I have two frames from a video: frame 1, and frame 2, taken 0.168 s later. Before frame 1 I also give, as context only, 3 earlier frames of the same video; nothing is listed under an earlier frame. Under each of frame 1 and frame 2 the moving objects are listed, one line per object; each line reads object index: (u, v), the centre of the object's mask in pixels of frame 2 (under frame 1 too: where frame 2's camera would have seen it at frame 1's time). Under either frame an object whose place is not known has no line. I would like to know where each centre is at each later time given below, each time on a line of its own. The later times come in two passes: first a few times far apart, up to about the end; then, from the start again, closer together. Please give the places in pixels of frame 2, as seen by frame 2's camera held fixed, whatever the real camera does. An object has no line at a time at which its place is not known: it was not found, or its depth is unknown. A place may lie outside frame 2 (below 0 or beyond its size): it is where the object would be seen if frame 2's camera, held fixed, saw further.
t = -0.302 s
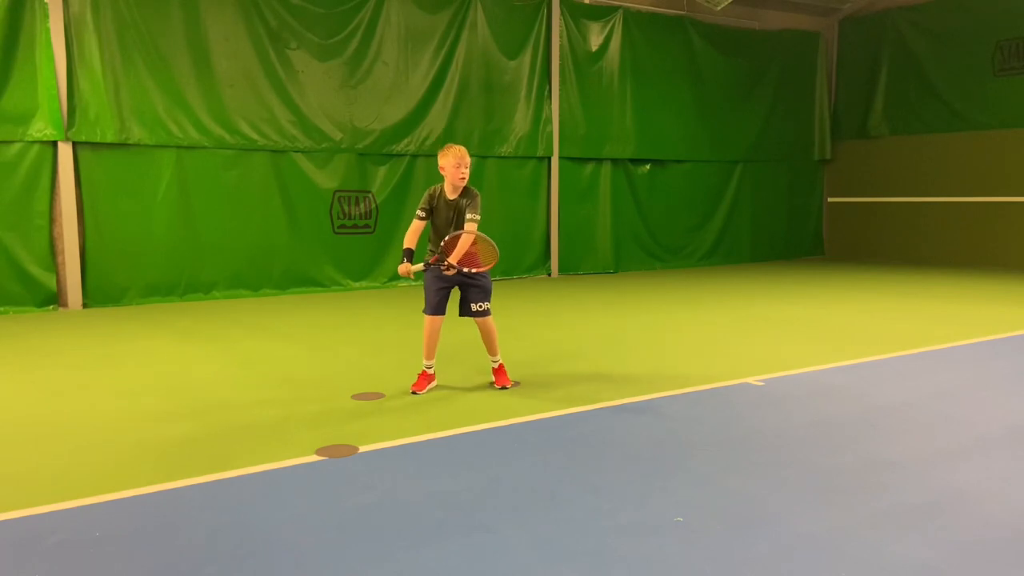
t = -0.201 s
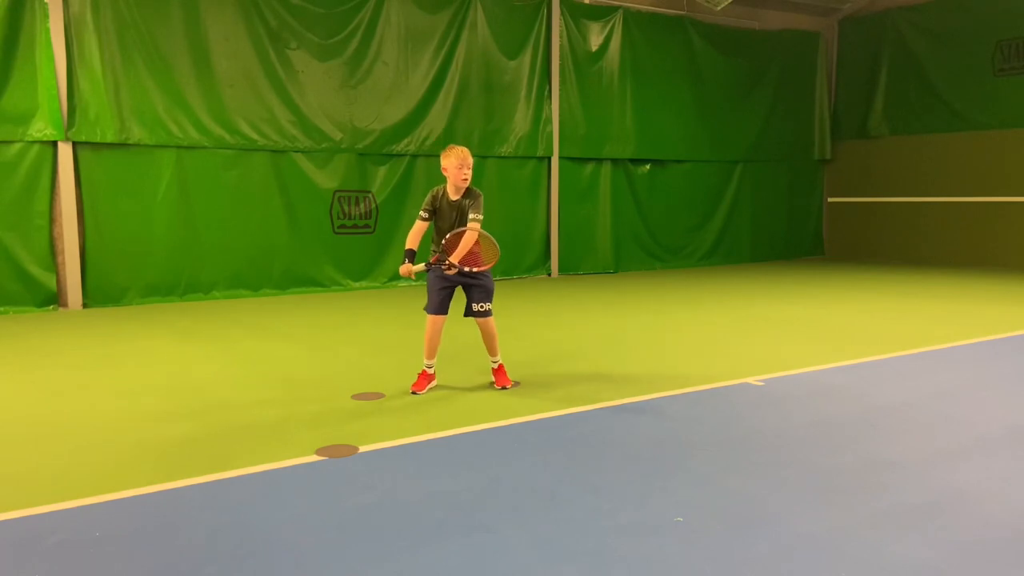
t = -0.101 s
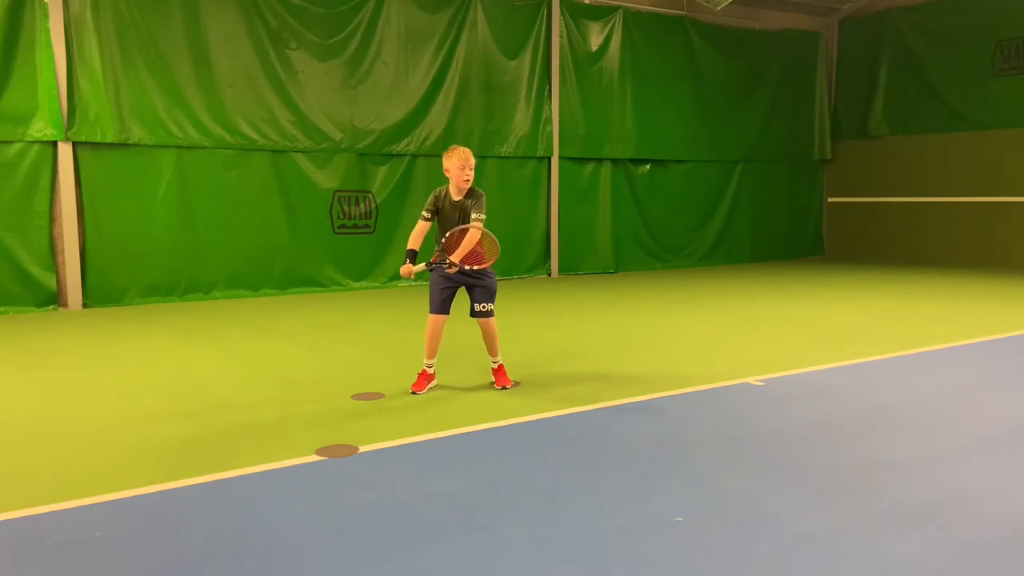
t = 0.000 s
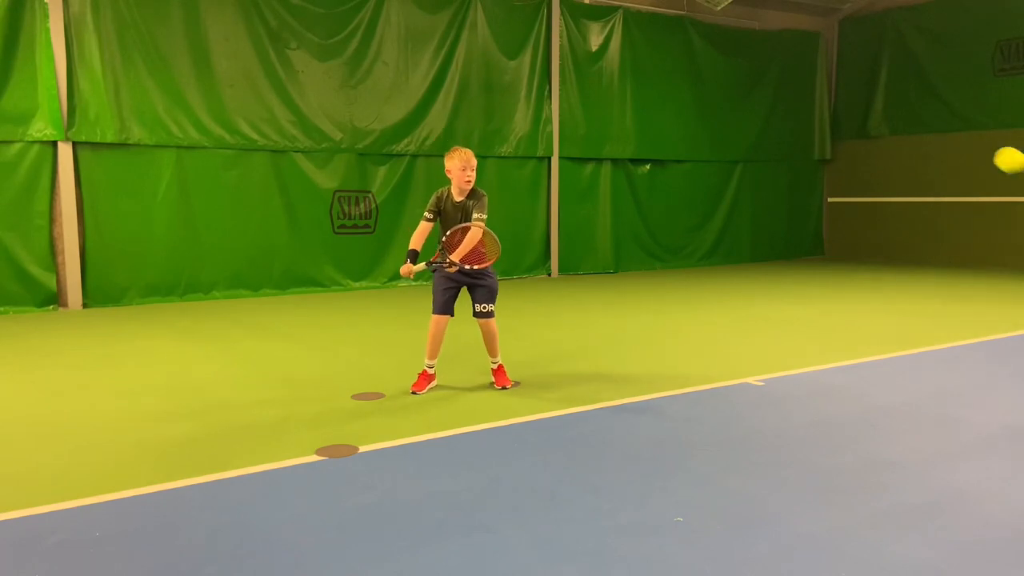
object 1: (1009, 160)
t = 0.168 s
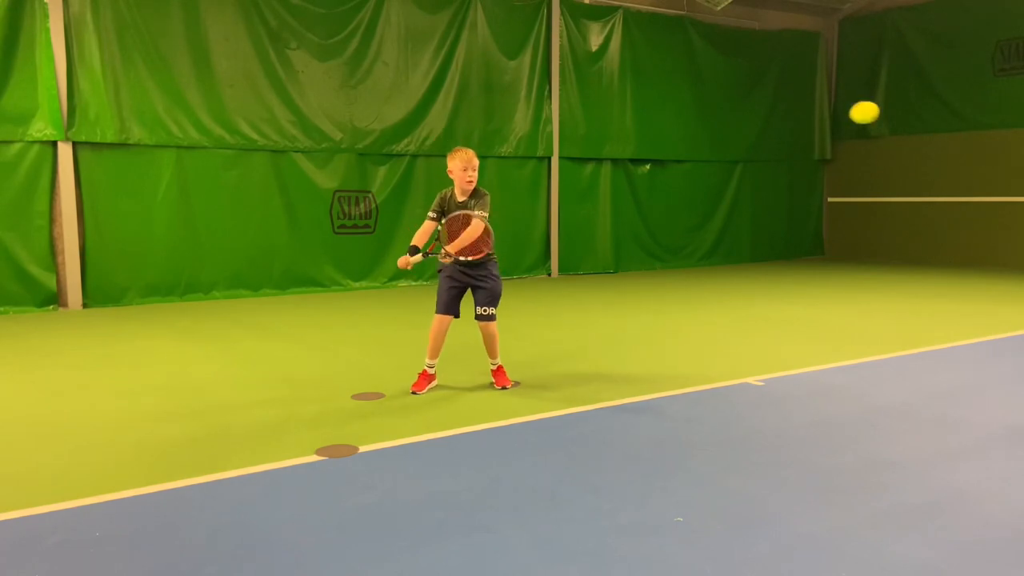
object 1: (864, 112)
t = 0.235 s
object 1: (810, 118)
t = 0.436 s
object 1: (665, 206)
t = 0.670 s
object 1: (531, 406)
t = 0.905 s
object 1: (443, 320)
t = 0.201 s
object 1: (837, 114)
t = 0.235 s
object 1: (810, 118)
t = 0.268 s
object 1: (784, 126)
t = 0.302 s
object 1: (759, 136)
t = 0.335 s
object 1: (734, 150)
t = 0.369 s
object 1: (711, 166)
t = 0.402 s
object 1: (688, 184)
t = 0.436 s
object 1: (665, 206)
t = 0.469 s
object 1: (644, 229)
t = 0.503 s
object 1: (623, 255)
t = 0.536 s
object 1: (604, 281)
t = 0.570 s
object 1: (585, 309)
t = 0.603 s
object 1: (566, 340)
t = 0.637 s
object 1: (548, 373)
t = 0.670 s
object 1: (531, 406)
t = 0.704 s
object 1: (514, 443)
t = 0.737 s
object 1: (500, 444)
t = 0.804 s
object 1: (477, 386)
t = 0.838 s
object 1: (465, 361)
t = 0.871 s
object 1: (454, 339)
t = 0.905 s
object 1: (443, 320)
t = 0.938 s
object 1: (432, 304)
